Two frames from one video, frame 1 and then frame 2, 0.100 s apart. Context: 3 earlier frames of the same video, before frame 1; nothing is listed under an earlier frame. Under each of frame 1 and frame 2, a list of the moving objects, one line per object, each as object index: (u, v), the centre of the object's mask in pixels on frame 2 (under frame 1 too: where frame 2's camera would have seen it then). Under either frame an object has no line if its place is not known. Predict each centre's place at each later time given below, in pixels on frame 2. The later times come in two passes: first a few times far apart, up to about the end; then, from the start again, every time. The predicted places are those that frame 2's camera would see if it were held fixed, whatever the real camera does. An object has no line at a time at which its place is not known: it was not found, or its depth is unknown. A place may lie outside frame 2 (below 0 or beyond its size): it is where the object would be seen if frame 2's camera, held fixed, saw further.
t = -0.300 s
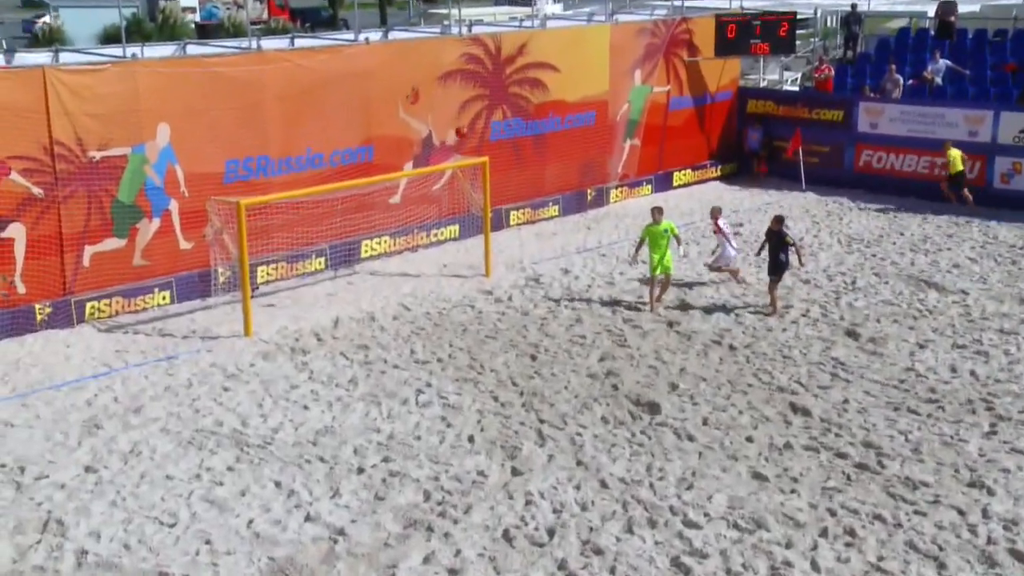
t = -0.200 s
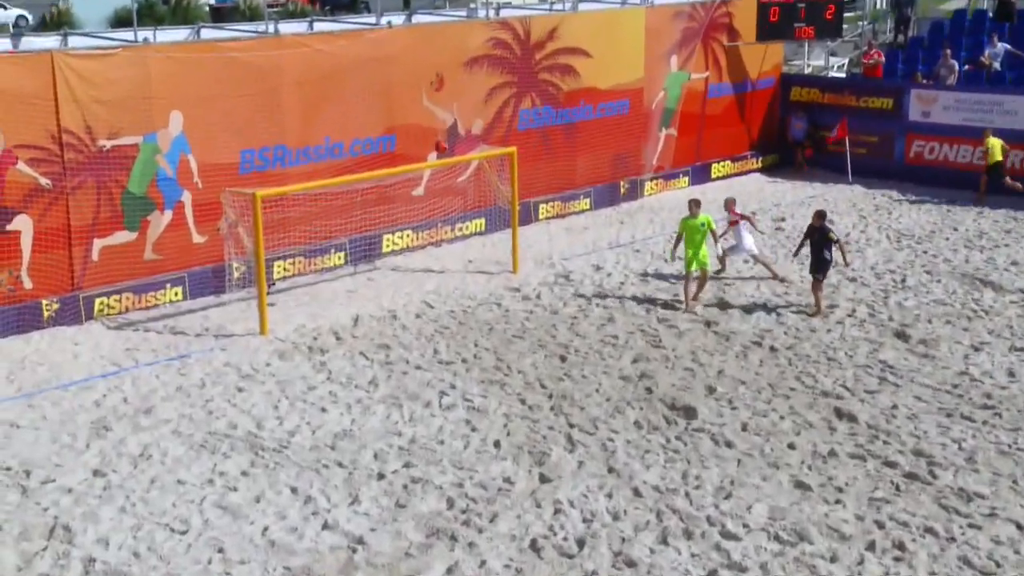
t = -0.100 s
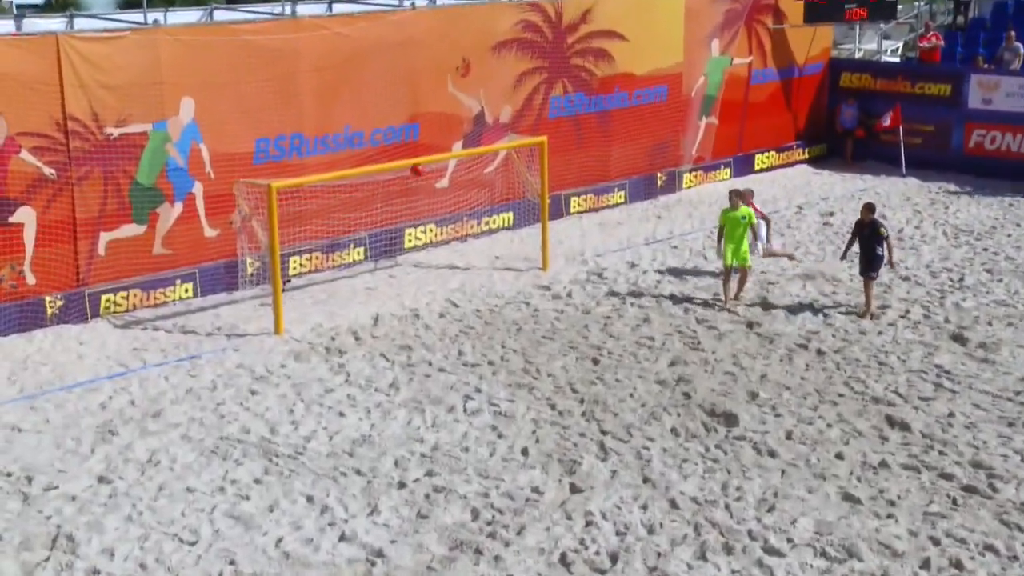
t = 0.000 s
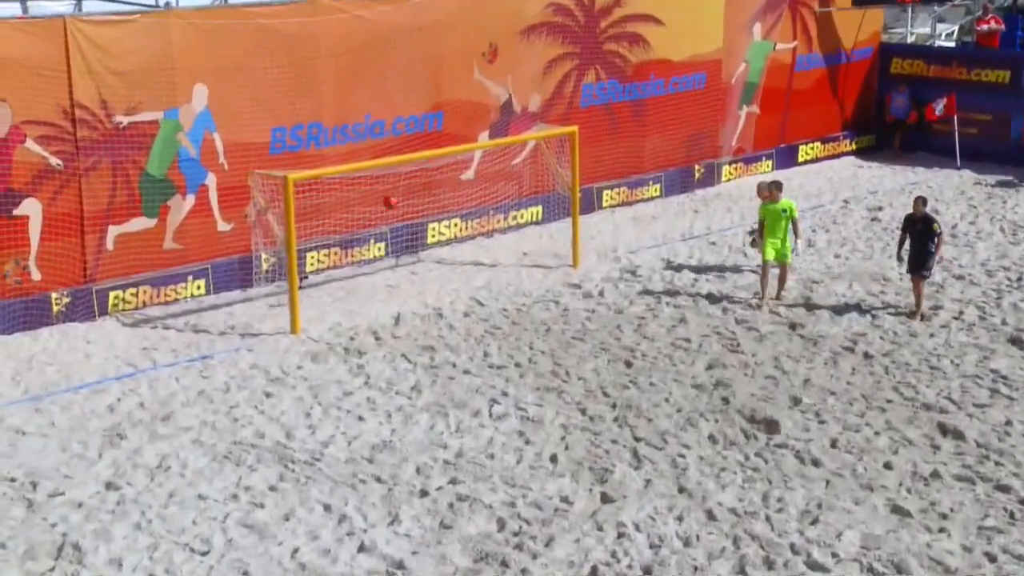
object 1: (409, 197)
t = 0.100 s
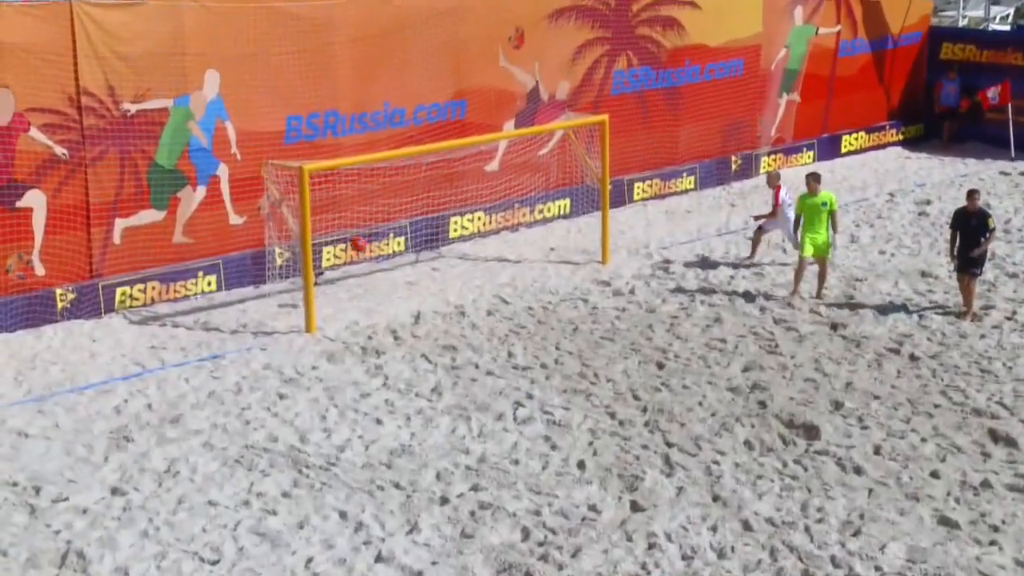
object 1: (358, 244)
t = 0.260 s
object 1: (298, 303)
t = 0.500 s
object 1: (293, 303)
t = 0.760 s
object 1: (295, 305)
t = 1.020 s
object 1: (296, 306)
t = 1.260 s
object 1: (295, 306)
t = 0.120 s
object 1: (348, 255)
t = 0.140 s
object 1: (337, 265)
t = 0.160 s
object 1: (329, 276)
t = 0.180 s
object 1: (321, 283)
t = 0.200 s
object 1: (317, 290)
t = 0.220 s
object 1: (302, 297)
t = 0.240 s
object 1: (300, 302)
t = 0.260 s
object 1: (298, 303)
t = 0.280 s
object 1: (296, 303)
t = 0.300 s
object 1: (296, 302)
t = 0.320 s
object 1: (296, 302)
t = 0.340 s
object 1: (295, 301)
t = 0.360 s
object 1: (294, 301)
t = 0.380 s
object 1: (294, 302)
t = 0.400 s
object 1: (293, 302)
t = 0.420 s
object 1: (293, 302)
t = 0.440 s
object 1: (293, 303)
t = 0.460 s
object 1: (292, 303)
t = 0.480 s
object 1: (293, 303)
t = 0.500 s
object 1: (293, 303)
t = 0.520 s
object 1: (293, 303)
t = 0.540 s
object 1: (293, 304)
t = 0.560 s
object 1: (293, 304)
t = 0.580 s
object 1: (293, 304)
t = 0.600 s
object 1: (293, 304)
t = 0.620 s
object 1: (293, 304)
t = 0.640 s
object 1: (294, 304)
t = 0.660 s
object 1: (294, 305)
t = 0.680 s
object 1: (294, 304)
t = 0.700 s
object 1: (295, 304)
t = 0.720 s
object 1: (295, 304)
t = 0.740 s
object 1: (295, 305)
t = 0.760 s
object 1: (295, 305)
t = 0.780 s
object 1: (295, 305)
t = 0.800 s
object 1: (295, 305)
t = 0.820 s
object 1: (295, 305)
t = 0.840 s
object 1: (295, 305)
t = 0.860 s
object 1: (295, 305)
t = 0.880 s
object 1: (295, 305)
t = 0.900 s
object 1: (295, 305)
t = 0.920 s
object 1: (296, 305)
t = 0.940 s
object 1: (296, 305)
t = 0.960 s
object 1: (296, 305)
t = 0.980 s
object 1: (296, 305)
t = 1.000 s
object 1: (296, 305)
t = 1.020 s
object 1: (296, 306)
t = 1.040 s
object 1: (296, 305)
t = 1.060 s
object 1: (296, 305)
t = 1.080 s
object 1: (295, 305)
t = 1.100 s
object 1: (295, 305)
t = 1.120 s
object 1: (295, 305)
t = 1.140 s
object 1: (295, 305)
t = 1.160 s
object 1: (295, 306)
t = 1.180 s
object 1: (295, 306)
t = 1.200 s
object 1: (295, 306)
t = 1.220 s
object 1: (295, 306)
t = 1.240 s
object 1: (295, 306)
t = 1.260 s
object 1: (295, 306)
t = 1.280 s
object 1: (295, 306)
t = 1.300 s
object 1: (295, 306)
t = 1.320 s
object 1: (295, 306)
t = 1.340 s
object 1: (295, 306)
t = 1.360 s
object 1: (295, 306)
